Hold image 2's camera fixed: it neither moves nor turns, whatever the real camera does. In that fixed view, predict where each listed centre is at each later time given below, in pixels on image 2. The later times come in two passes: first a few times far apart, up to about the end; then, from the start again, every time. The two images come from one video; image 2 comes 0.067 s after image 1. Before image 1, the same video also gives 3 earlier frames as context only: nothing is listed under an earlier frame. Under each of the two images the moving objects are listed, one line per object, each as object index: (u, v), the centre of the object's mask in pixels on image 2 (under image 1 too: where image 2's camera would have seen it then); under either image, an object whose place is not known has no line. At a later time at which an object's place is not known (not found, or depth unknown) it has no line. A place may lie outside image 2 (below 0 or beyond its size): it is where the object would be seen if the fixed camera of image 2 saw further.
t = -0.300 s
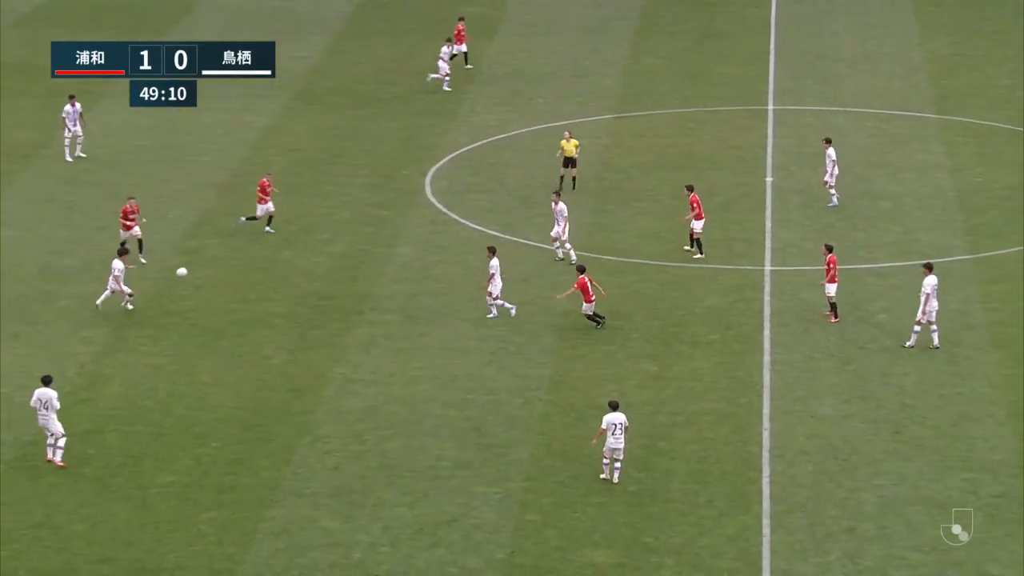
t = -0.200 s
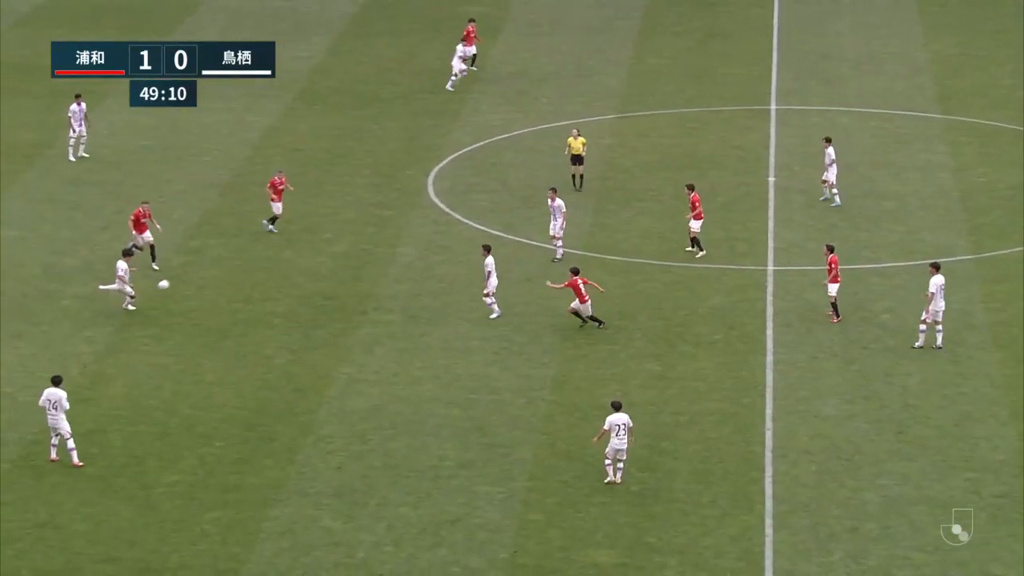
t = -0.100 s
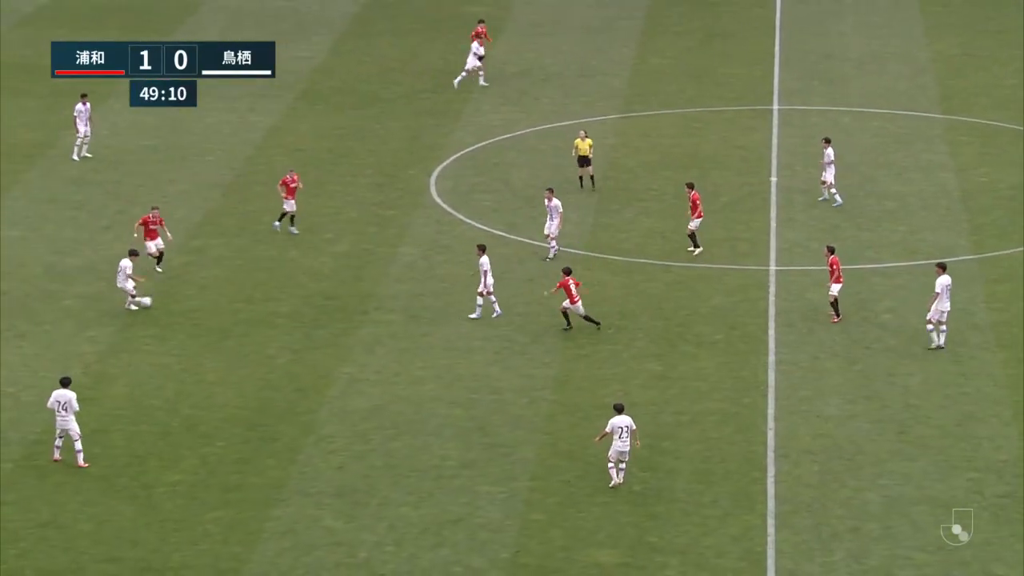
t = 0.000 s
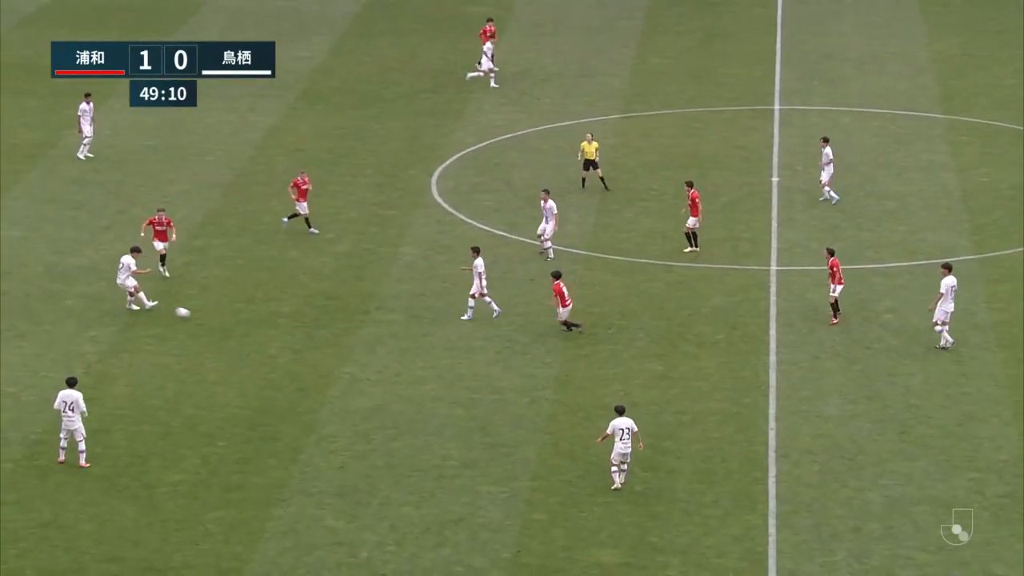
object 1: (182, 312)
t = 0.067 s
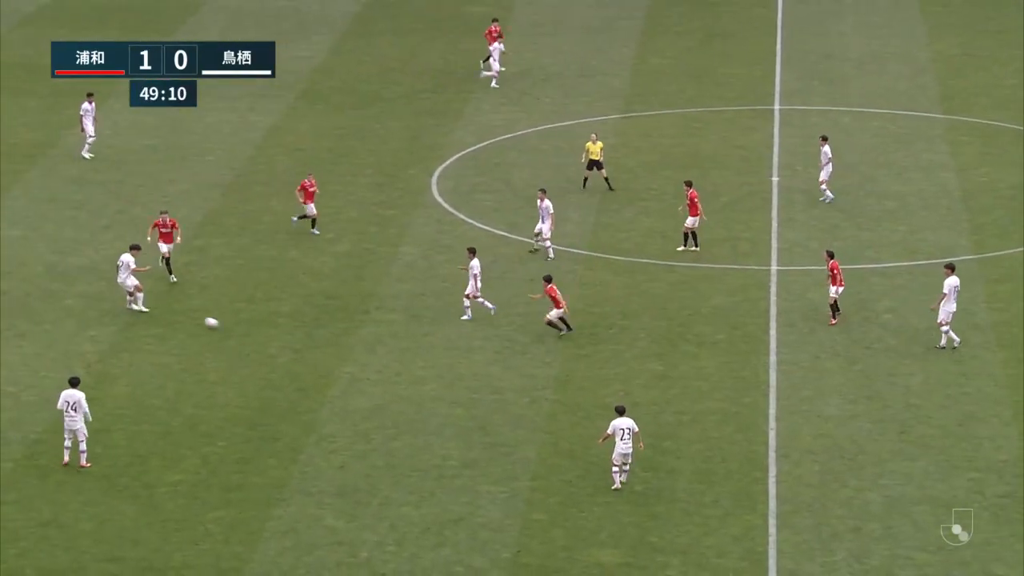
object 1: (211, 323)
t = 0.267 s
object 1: (290, 355)
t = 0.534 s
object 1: (380, 392)
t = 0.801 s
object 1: (458, 429)
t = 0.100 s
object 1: (225, 329)
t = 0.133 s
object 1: (238, 335)
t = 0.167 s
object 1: (251, 339)
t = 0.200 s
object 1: (264, 344)
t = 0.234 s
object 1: (277, 349)
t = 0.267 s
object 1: (290, 355)
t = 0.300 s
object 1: (302, 360)
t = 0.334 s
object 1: (313, 364)
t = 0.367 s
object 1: (325, 369)
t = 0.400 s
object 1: (336, 374)
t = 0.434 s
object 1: (348, 379)
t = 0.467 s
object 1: (359, 383)
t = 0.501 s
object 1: (370, 387)
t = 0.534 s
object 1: (380, 392)
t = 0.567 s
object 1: (391, 397)
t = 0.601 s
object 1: (401, 402)
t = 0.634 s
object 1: (411, 406)
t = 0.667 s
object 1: (421, 409)
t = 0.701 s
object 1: (430, 413)
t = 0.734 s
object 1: (439, 418)
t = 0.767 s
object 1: (448, 423)
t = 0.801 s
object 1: (458, 429)
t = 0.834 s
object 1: (467, 434)
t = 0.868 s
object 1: (475, 437)
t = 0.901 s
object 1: (483, 440)
